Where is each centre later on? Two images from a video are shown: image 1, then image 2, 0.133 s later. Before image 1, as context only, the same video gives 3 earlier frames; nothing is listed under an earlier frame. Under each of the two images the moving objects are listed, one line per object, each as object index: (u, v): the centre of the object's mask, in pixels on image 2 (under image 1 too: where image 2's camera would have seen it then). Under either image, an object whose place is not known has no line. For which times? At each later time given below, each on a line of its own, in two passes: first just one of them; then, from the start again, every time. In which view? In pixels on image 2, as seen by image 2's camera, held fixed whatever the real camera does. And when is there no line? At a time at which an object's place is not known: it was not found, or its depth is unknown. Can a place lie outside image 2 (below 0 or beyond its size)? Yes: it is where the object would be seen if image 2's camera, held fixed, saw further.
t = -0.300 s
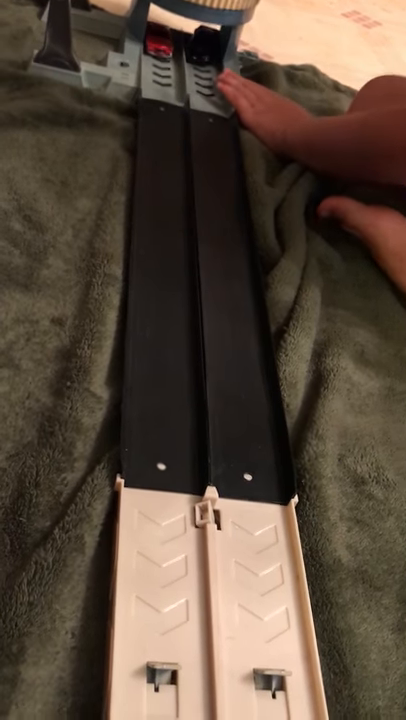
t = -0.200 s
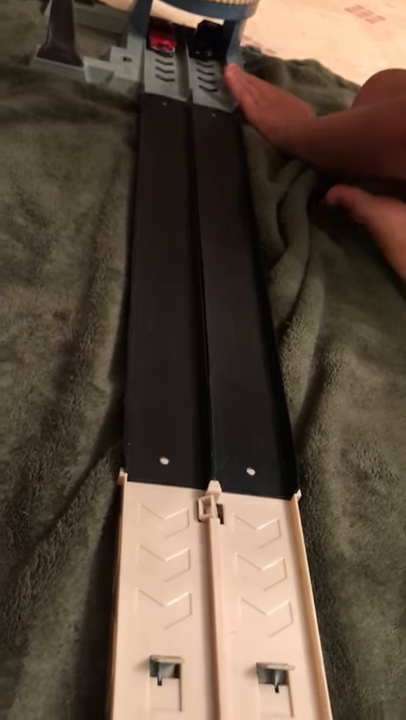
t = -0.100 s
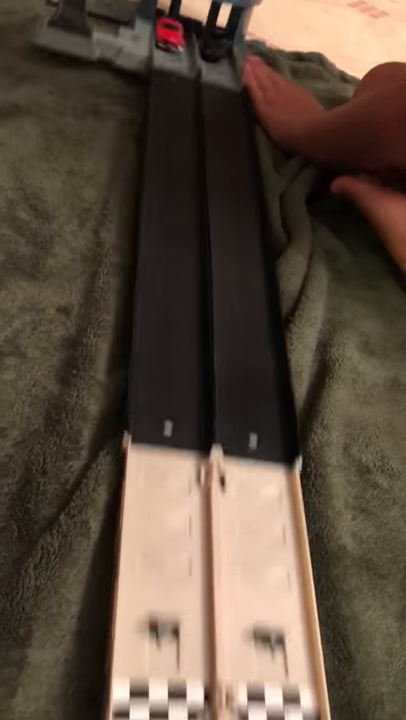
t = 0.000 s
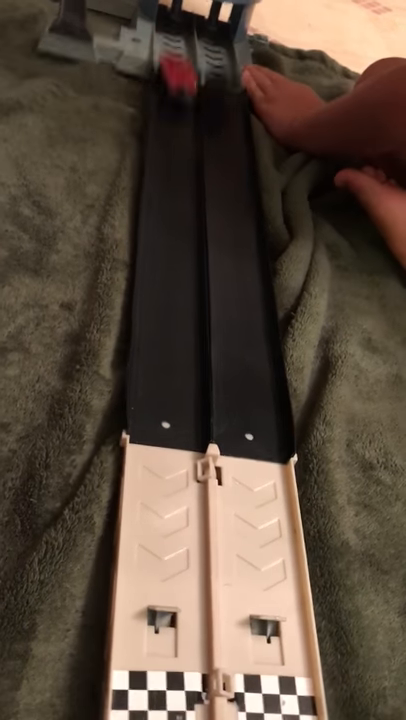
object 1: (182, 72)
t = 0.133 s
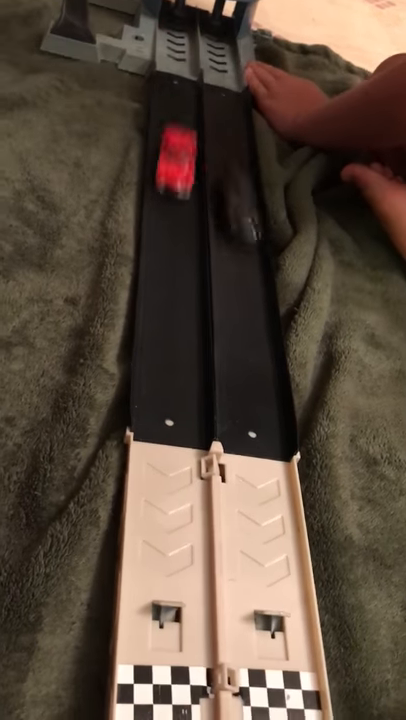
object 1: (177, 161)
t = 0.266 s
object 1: (167, 263)
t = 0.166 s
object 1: (174, 184)
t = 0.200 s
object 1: (170, 209)
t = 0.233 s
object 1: (168, 235)
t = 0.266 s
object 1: (167, 263)
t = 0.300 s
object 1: (166, 292)
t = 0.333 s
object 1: (166, 324)
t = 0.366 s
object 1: (165, 358)
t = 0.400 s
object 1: (165, 389)
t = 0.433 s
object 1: (163, 428)
